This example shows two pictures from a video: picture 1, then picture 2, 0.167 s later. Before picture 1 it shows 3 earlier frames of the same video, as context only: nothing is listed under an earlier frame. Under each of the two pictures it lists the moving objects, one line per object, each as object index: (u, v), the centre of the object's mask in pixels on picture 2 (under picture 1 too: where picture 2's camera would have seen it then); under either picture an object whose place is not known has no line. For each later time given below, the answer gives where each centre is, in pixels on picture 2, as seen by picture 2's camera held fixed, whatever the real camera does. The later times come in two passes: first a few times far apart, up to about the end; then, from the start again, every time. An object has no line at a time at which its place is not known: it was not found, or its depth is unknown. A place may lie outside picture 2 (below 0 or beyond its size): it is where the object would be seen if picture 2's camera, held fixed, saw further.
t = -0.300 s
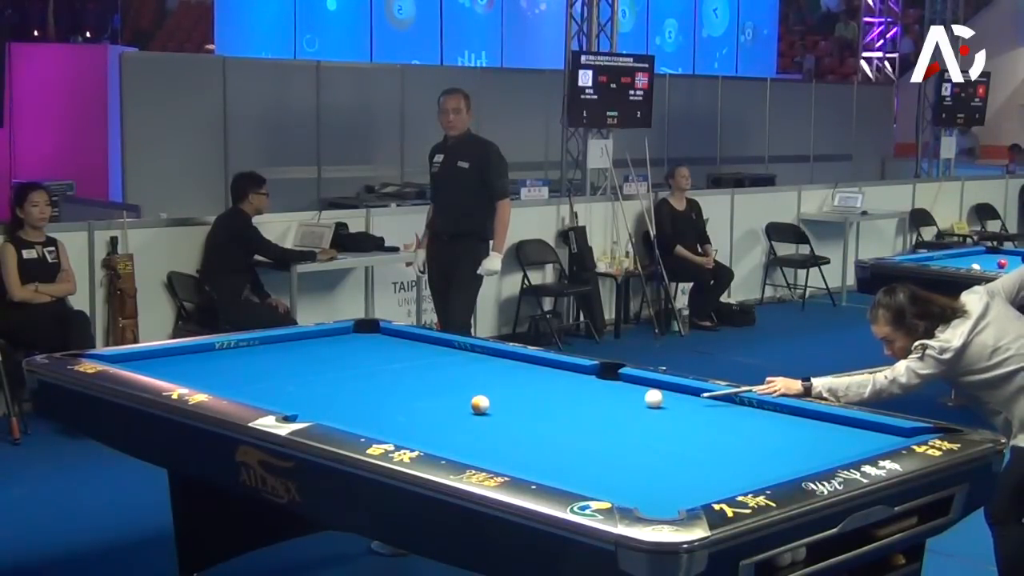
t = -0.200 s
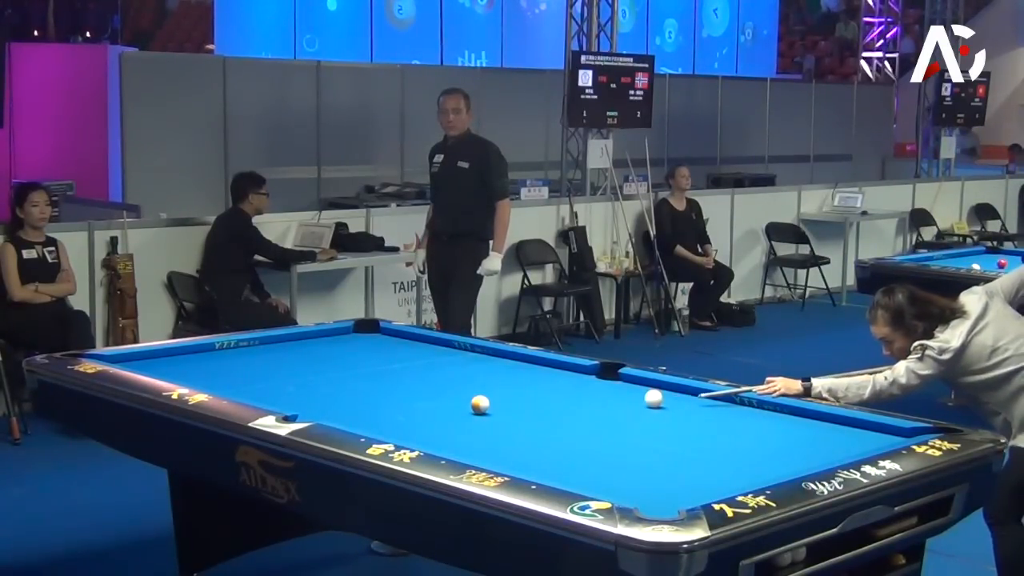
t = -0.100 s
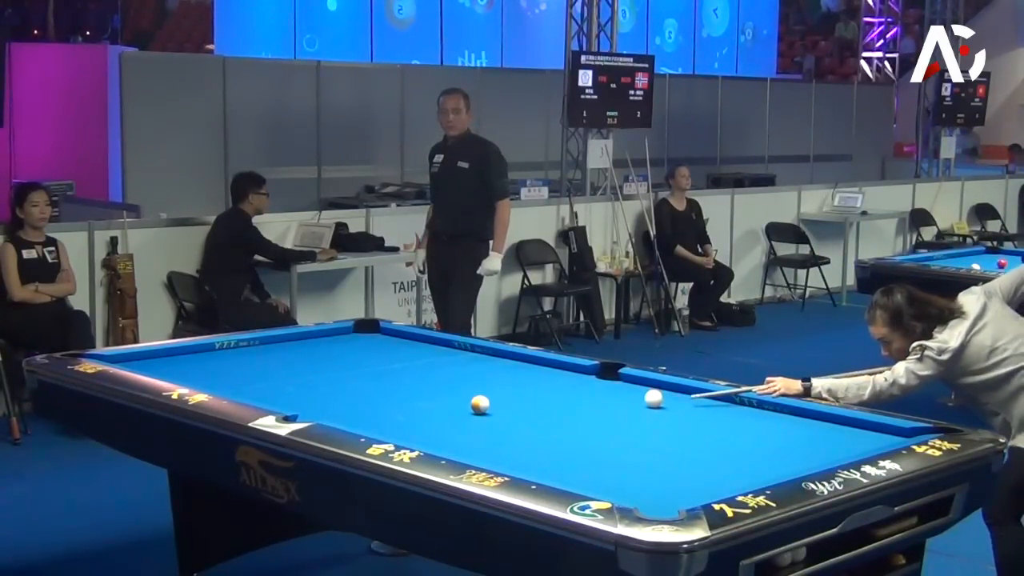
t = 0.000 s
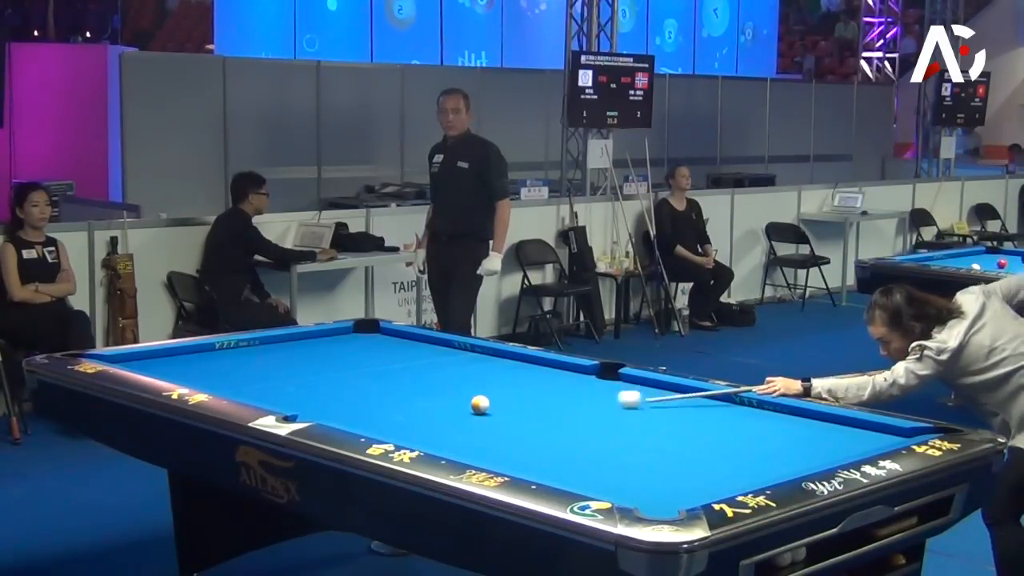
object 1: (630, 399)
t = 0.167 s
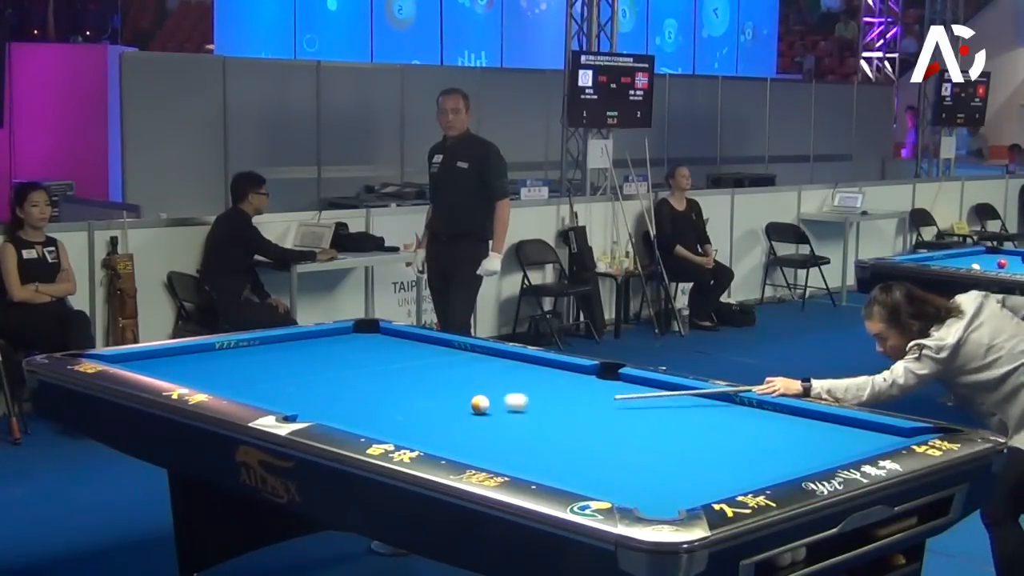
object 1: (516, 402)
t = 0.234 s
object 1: (492, 402)
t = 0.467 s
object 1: (473, 397)
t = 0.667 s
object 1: (459, 393)
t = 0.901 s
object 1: (443, 388)
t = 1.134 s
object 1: (429, 384)
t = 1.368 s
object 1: (416, 380)
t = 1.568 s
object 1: (406, 377)
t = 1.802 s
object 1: (395, 374)
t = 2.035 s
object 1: (386, 371)
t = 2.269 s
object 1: (377, 369)
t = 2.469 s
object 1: (371, 367)
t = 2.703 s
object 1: (364, 364)
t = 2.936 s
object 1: (358, 362)
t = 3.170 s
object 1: (353, 361)
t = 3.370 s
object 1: (348, 359)
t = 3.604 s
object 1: (343, 358)
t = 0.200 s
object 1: (496, 403)
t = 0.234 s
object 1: (492, 402)
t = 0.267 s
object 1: (489, 401)
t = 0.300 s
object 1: (486, 401)
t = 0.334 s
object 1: (483, 400)
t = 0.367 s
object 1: (481, 399)
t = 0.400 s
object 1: (478, 398)
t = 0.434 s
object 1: (476, 397)
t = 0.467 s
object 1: (473, 397)
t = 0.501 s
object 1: (471, 396)
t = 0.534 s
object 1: (468, 395)
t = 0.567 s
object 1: (466, 394)
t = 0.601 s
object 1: (463, 394)
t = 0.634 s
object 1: (461, 393)
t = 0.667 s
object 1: (459, 393)
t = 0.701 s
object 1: (456, 392)
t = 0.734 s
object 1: (454, 391)
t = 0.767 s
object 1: (452, 391)
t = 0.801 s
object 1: (449, 390)
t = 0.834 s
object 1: (447, 389)
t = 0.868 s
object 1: (445, 389)
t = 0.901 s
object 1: (443, 388)
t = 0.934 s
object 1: (441, 387)
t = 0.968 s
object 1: (439, 387)
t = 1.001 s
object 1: (437, 386)
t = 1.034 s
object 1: (435, 385)
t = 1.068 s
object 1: (433, 385)
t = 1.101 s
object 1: (431, 385)
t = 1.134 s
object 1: (429, 384)
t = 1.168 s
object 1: (427, 383)
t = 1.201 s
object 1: (425, 383)
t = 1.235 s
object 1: (423, 382)
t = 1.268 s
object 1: (422, 382)
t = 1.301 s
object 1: (420, 381)
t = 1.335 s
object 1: (418, 381)
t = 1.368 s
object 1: (416, 380)
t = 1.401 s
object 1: (414, 380)
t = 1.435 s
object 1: (413, 379)
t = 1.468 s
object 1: (411, 379)
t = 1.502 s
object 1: (409, 378)
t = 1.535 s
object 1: (408, 378)
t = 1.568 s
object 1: (406, 377)
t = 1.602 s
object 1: (404, 377)
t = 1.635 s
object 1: (403, 376)
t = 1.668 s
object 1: (401, 376)
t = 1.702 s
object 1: (400, 375)
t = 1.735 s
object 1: (398, 375)
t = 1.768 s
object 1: (397, 374)
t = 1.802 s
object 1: (395, 374)
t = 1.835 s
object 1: (394, 374)
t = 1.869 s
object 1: (392, 373)
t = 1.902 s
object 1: (391, 373)
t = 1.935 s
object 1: (390, 372)
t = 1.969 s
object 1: (388, 372)
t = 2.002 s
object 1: (387, 372)
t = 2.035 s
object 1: (386, 371)
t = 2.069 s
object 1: (384, 371)
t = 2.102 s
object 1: (383, 370)
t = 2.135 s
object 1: (382, 370)
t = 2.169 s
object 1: (380, 370)
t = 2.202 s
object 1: (379, 369)
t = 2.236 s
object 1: (378, 369)
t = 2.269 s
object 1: (377, 369)
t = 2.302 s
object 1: (376, 368)
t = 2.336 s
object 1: (375, 368)
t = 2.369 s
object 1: (374, 367)
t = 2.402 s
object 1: (373, 367)
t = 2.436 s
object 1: (372, 367)
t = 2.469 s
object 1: (371, 367)
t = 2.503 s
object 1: (369, 366)
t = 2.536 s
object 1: (368, 366)
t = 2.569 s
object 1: (368, 366)
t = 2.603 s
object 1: (367, 365)
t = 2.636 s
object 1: (366, 365)
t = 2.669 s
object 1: (365, 365)
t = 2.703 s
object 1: (364, 364)
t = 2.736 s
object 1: (363, 364)
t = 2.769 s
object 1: (362, 364)
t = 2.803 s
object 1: (361, 363)
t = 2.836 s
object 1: (360, 363)
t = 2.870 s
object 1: (360, 363)
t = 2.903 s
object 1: (359, 362)
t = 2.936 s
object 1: (358, 362)
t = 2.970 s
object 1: (357, 362)
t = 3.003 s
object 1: (356, 362)
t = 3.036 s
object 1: (356, 362)
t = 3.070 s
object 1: (355, 361)
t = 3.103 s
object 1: (354, 361)
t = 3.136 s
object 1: (353, 361)
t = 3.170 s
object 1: (353, 361)
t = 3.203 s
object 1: (352, 360)
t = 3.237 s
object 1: (351, 360)
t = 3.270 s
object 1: (350, 360)
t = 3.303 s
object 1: (350, 360)
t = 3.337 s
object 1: (349, 359)
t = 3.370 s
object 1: (348, 359)
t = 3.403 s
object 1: (347, 359)
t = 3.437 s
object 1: (347, 359)
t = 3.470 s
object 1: (346, 359)
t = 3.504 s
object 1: (345, 359)
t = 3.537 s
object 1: (345, 358)
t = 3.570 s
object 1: (344, 358)
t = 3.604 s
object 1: (343, 358)
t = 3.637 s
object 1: (343, 358)
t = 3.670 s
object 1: (342, 358)
